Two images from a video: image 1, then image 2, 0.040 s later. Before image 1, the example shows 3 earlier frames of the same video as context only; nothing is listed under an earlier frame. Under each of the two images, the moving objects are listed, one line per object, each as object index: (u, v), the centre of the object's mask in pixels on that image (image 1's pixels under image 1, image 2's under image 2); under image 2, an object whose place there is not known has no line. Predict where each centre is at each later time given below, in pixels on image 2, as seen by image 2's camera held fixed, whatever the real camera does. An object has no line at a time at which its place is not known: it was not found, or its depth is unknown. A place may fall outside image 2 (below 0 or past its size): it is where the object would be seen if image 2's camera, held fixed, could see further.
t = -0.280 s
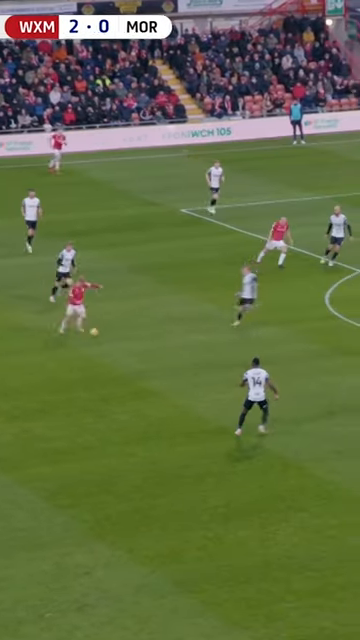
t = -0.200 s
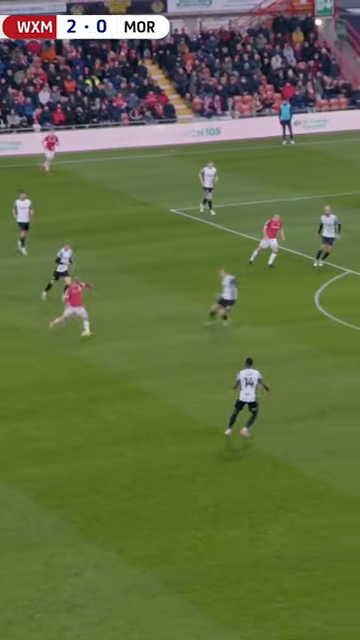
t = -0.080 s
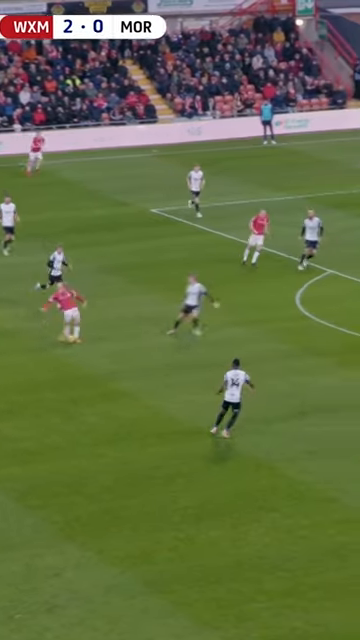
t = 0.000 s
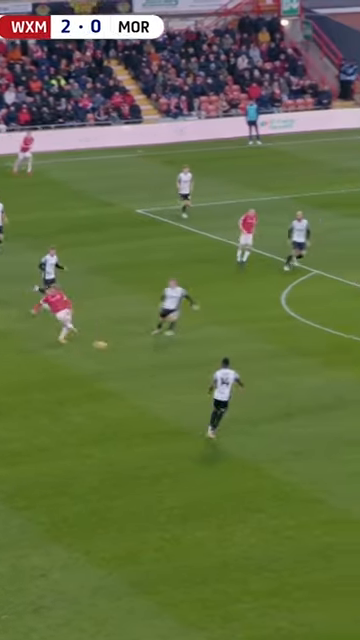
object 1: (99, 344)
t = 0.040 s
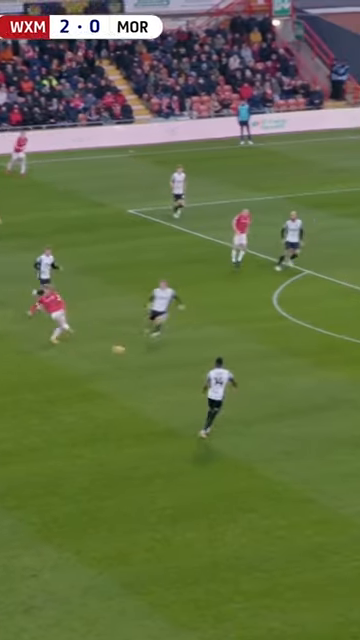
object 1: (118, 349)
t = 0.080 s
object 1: (145, 354)
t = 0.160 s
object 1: (199, 366)
